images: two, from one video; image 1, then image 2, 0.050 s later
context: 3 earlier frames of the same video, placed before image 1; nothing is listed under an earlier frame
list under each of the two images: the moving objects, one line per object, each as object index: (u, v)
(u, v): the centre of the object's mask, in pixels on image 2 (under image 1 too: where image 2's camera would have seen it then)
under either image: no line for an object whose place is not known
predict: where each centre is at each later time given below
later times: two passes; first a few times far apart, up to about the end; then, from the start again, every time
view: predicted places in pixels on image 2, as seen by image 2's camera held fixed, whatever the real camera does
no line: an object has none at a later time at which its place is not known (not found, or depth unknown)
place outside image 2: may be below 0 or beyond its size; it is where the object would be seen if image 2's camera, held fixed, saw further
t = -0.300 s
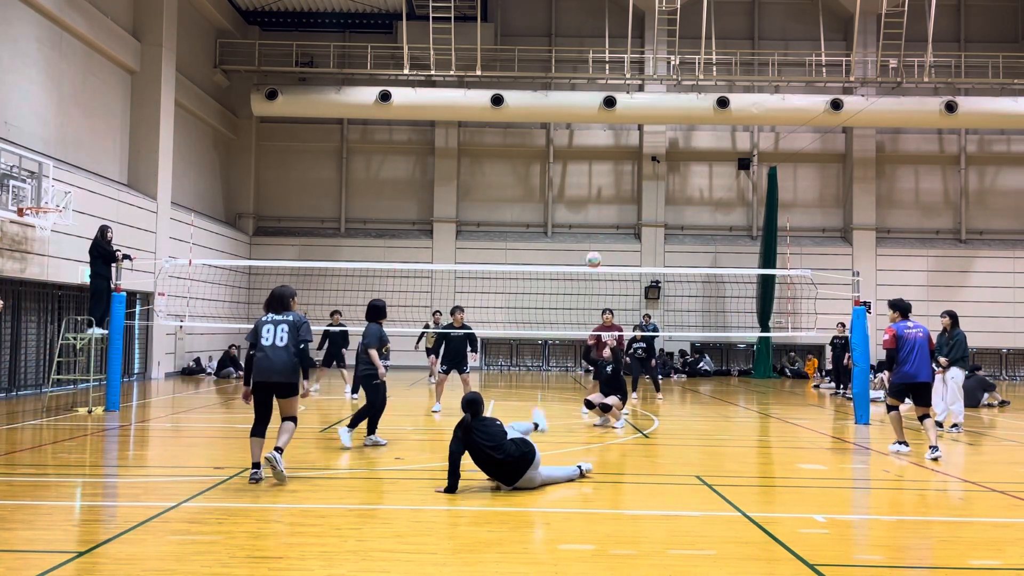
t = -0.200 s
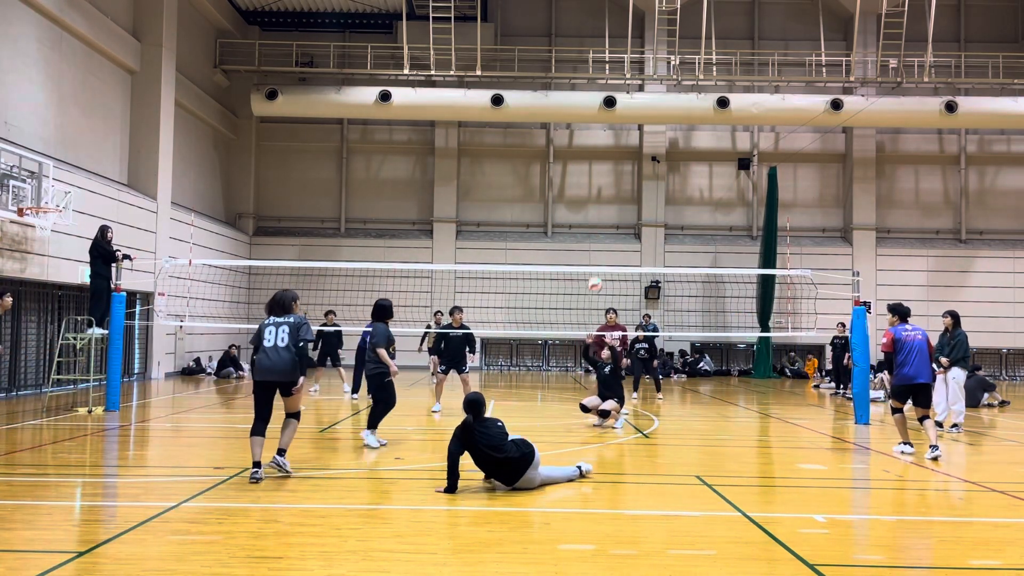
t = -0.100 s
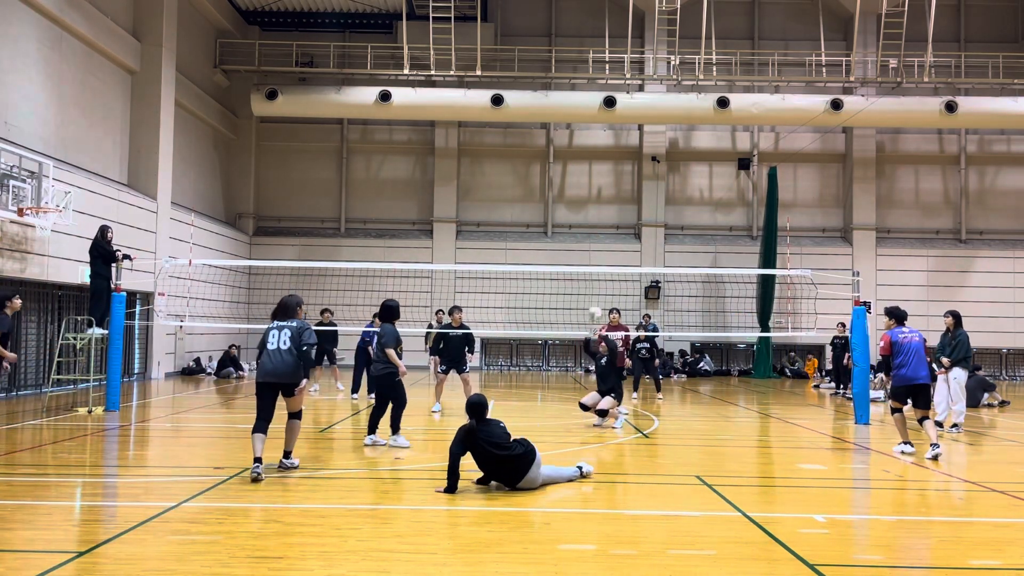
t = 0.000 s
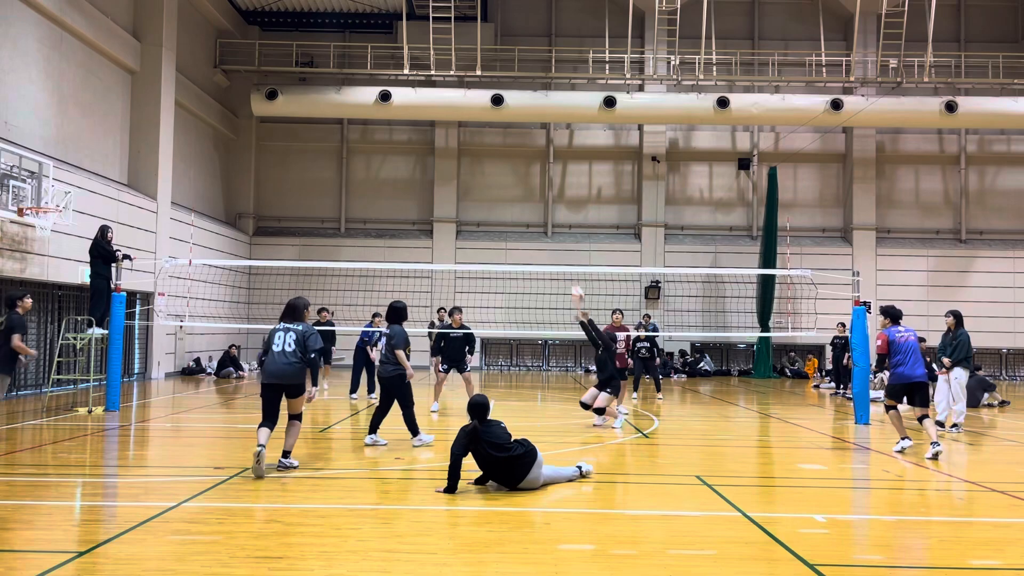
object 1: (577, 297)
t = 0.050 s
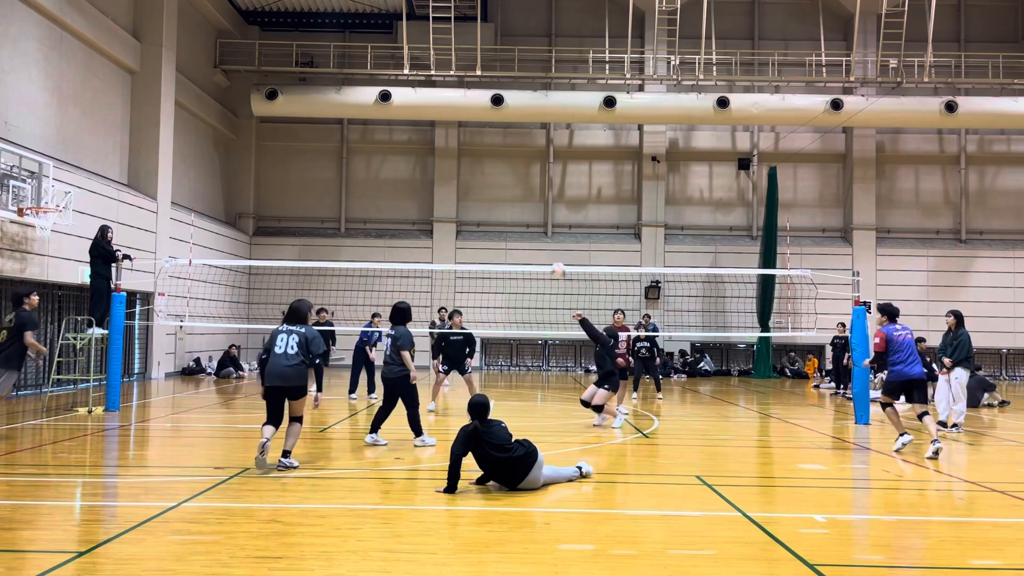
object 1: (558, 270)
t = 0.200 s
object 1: (508, 212)
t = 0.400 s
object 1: (443, 162)
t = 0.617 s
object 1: (376, 140)
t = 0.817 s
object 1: (314, 150)
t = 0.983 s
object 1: (264, 179)
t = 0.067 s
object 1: (554, 263)
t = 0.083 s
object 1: (548, 256)
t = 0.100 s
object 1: (542, 248)
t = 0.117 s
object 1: (537, 242)
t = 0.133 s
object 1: (531, 235)
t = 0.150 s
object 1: (525, 230)
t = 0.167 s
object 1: (520, 224)
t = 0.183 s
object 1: (514, 218)
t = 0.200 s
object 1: (508, 212)
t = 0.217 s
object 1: (503, 208)
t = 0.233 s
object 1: (498, 203)
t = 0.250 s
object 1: (492, 197)
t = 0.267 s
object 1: (486, 192)
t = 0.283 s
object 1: (481, 188)
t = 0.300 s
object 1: (476, 183)
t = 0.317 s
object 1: (470, 180)
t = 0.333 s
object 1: (465, 176)
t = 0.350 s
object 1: (459, 172)
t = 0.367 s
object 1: (454, 169)
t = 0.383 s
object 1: (449, 165)
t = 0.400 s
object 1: (443, 162)
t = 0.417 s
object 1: (438, 159)
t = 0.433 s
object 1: (433, 157)
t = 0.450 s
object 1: (427, 154)
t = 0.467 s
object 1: (422, 152)
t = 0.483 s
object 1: (417, 150)
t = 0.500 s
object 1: (412, 148)
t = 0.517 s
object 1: (407, 146)
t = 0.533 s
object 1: (401, 145)
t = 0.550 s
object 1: (396, 143)
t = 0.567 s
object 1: (391, 142)
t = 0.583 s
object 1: (386, 142)
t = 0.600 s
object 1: (380, 141)
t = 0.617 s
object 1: (376, 140)
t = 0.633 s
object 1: (370, 140)
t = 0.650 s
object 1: (365, 140)
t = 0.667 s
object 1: (360, 140)
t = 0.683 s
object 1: (355, 140)
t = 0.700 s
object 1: (350, 141)
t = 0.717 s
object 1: (345, 142)
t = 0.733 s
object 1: (340, 142)
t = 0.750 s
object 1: (334, 143)
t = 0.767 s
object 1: (329, 145)
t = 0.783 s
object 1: (324, 146)
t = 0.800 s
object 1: (319, 148)
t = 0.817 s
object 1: (314, 150)
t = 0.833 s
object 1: (309, 152)
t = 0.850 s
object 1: (304, 154)
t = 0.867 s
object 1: (299, 156)
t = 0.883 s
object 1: (294, 159)
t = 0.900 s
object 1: (289, 162)
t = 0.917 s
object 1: (284, 165)
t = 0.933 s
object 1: (279, 168)
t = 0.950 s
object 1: (274, 172)
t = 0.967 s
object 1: (269, 175)
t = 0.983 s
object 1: (264, 179)
